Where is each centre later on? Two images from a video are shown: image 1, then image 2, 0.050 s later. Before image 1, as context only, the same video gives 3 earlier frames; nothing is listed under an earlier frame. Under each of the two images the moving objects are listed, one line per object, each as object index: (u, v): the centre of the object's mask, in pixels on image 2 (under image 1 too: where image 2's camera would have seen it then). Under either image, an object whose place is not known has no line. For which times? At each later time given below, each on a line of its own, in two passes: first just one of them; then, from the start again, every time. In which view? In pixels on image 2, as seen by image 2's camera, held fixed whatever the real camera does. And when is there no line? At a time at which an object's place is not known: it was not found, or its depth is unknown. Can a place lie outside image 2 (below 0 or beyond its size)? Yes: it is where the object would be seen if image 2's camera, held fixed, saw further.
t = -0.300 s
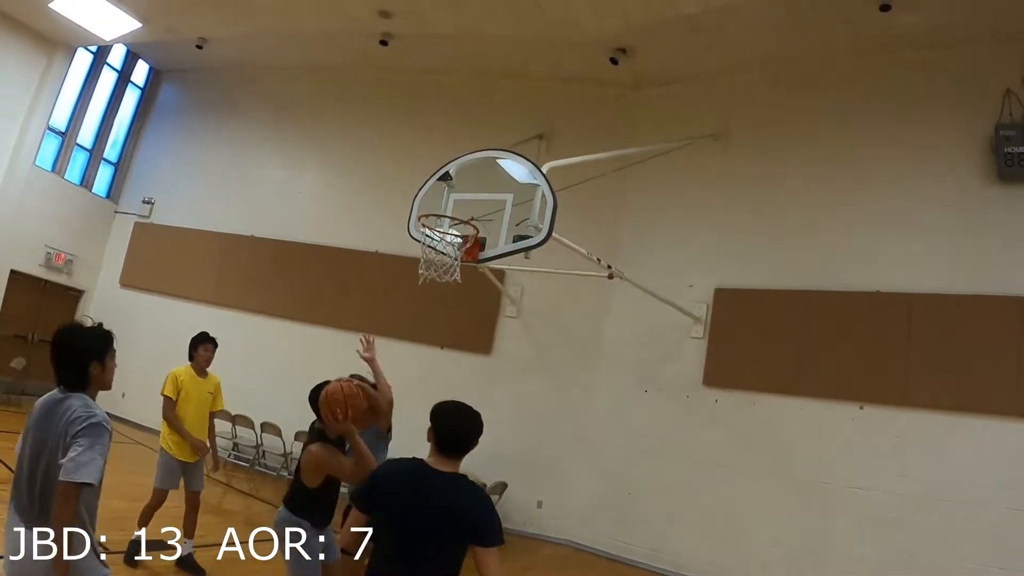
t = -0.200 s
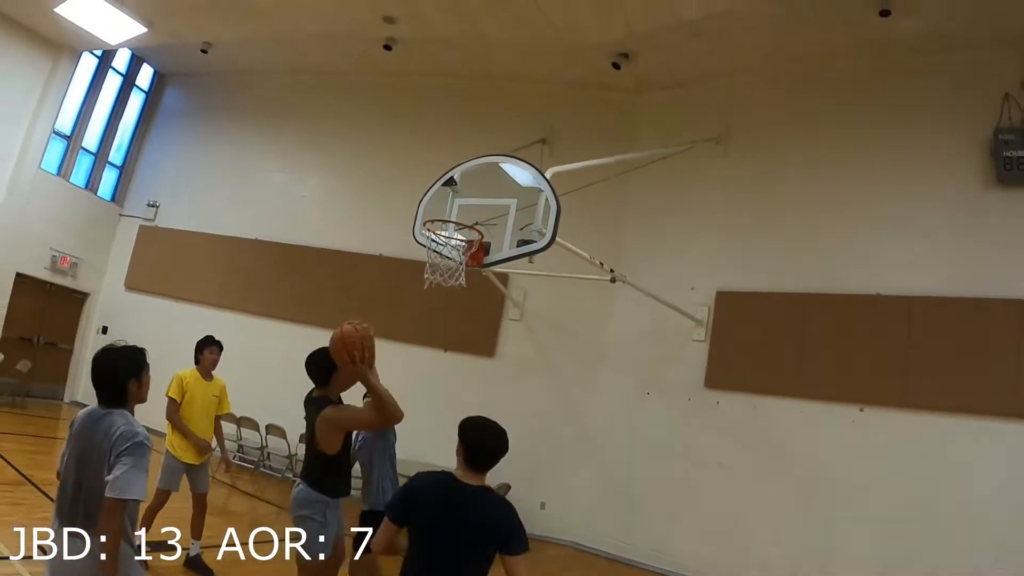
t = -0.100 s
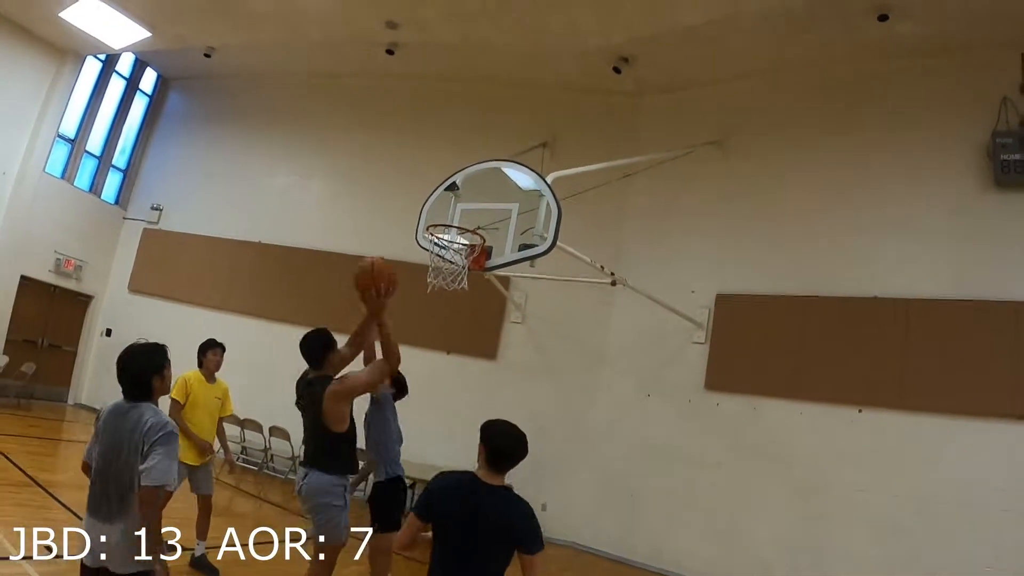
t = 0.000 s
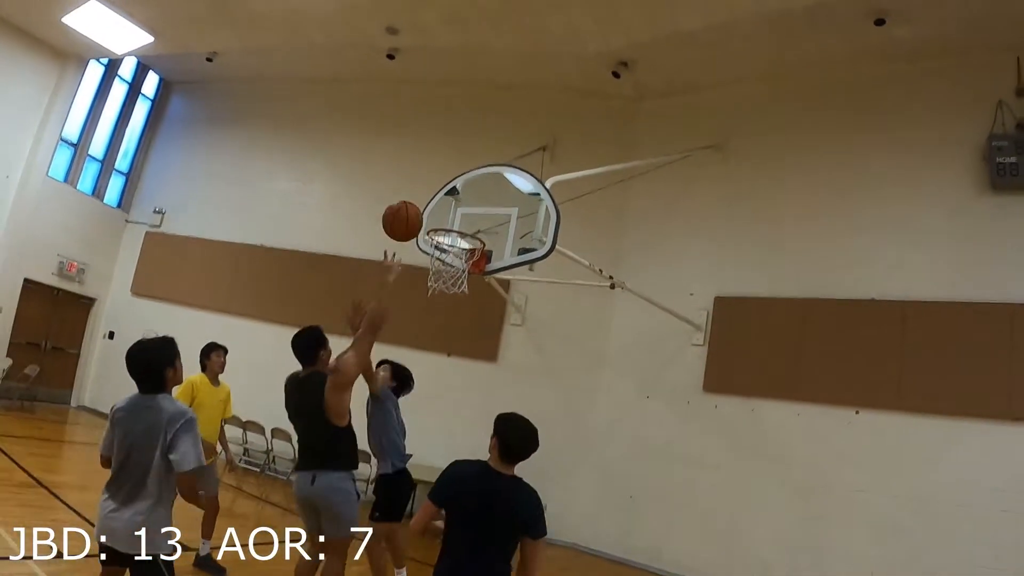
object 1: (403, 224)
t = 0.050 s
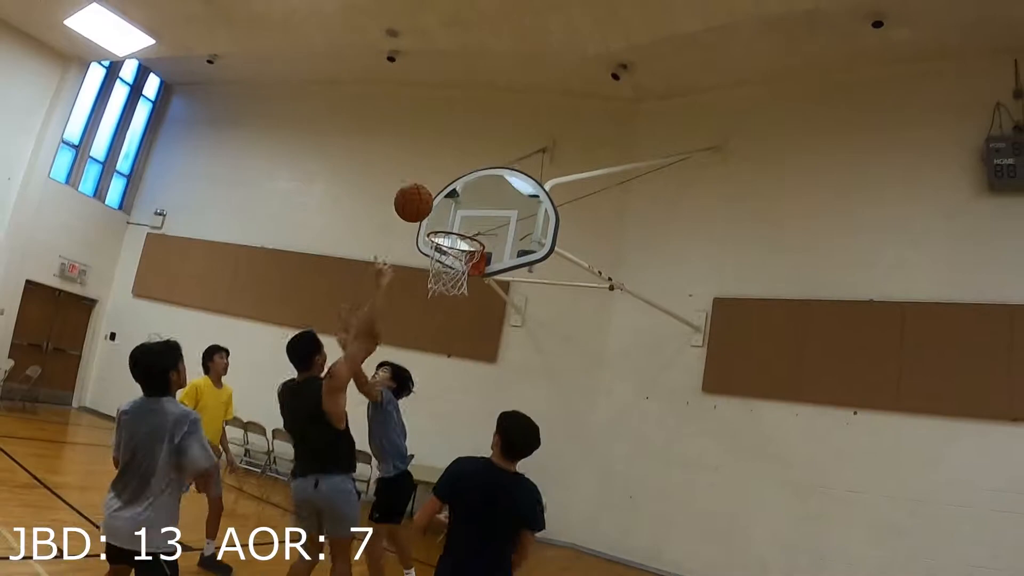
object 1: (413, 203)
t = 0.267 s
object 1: (442, 167)
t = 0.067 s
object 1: (417, 198)
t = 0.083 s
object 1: (420, 192)
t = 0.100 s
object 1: (422, 188)
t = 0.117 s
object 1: (425, 183)
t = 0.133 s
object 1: (427, 180)
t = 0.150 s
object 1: (429, 177)
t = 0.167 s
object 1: (432, 175)
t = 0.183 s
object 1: (434, 173)
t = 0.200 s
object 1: (436, 171)
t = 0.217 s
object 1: (438, 170)
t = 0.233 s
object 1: (439, 169)
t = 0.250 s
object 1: (441, 168)
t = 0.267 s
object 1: (442, 167)
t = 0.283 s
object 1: (444, 167)
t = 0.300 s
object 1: (445, 168)
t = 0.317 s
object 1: (446, 168)
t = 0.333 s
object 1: (447, 169)
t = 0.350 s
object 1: (448, 170)
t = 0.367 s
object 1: (449, 172)
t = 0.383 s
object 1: (450, 174)
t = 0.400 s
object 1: (450, 176)
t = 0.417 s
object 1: (451, 179)
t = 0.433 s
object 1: (452, 182)
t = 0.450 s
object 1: (452, 184)
